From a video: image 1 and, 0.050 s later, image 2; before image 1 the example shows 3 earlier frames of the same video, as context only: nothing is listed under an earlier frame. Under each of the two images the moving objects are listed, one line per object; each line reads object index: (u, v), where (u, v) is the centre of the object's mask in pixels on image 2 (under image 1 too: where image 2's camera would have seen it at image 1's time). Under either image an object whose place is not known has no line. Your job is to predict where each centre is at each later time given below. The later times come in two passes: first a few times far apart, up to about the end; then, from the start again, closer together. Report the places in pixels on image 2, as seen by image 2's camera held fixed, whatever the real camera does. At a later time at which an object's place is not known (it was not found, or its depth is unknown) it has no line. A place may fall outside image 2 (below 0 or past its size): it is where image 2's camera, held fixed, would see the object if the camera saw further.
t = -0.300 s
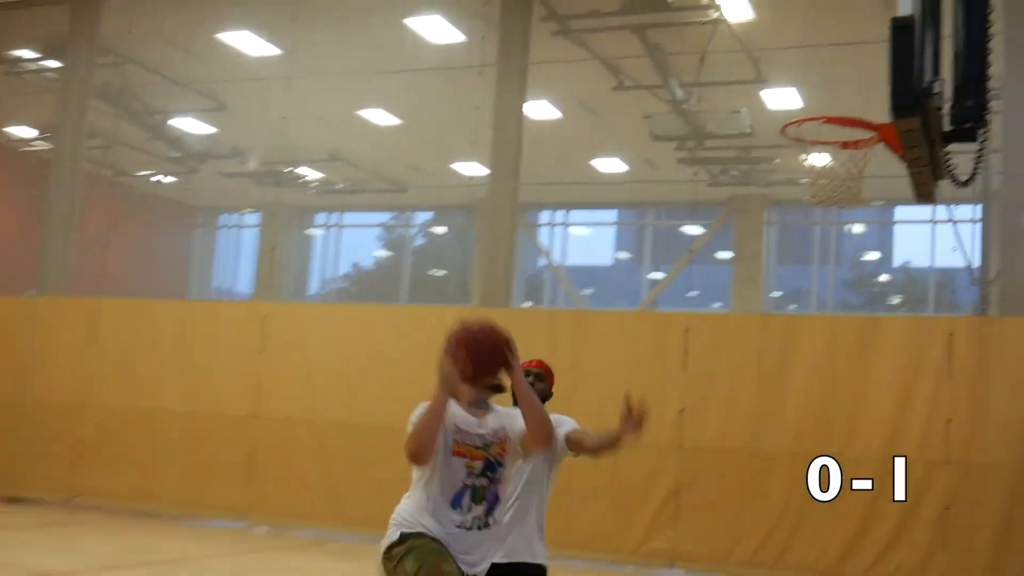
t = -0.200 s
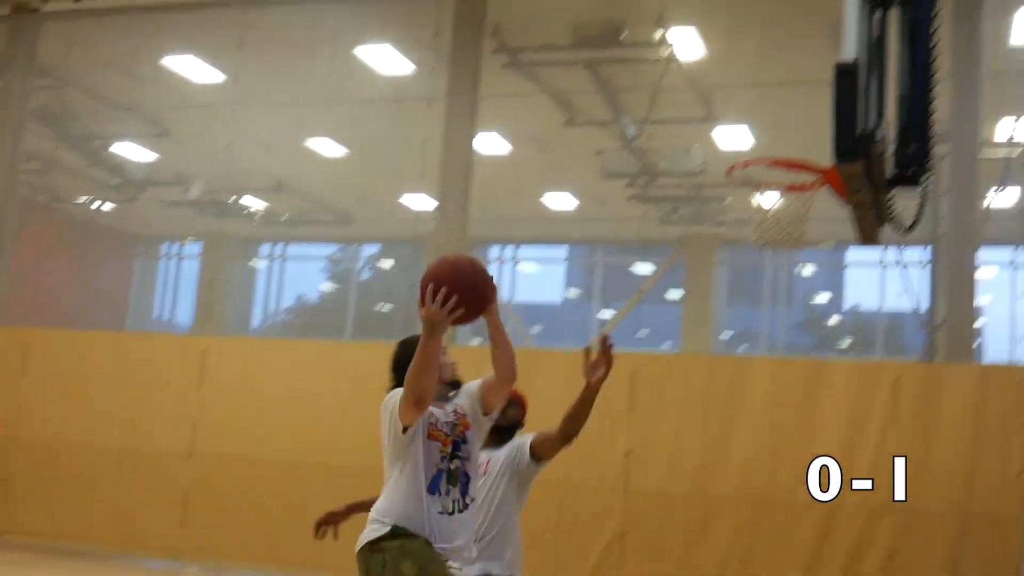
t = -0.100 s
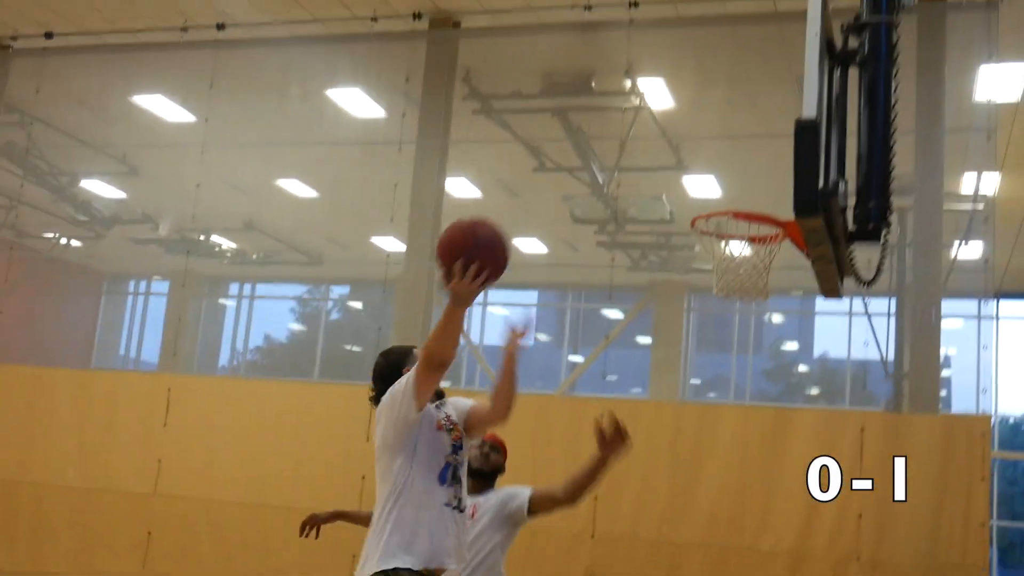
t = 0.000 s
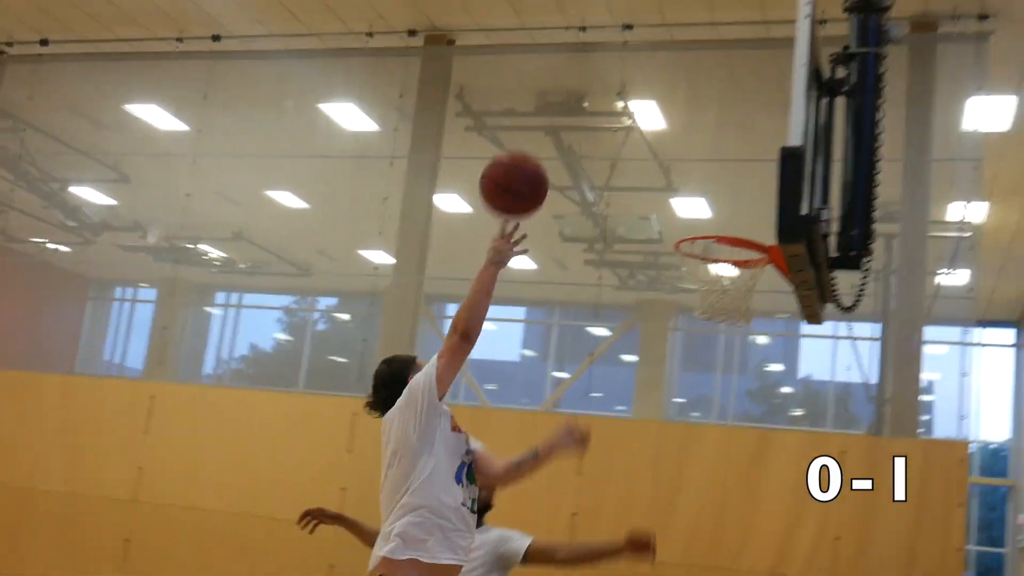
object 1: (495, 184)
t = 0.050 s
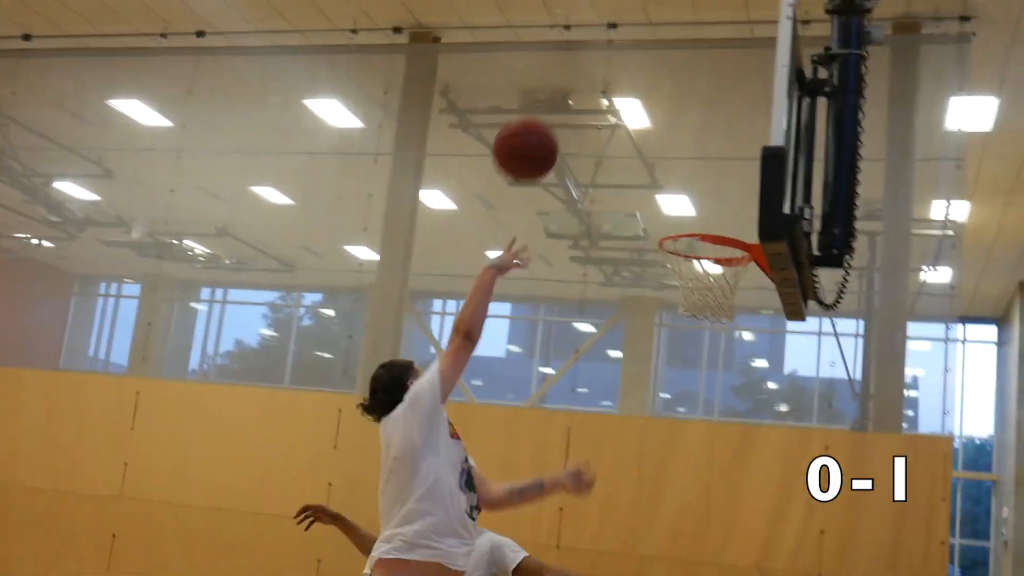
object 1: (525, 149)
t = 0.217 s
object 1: (598, 97)
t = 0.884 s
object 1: (690, 239)
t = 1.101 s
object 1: (690, 215)
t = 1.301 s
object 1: (673, 233)
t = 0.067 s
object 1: (534, 141)
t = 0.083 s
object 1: (543, 132)
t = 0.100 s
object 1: (550, 126)
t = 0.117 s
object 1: (558, 119)
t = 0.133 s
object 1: (565, 114)
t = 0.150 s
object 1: (572, 109)
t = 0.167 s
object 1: (578, 105)
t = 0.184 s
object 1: (585, 101)
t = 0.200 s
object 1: (591, 99)
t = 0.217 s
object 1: (598, 97)
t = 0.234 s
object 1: (604, 96)
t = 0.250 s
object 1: (610, 94)
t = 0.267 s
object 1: (617, 93)
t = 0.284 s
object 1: (623, 93)
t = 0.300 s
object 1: (629, 94)
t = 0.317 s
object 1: (635, 95)
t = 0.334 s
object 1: (640, 97)
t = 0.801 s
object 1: (714, 250)
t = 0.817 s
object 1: (708, 248)
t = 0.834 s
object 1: (701, 246)
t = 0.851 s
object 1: (695, 244)
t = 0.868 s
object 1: (692, 241)
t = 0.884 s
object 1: (690, 239)
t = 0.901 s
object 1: (688, 237)
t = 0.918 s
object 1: (687, 235)
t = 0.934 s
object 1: (686, 227)
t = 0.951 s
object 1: (687, 225)
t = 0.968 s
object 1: (687, 224)
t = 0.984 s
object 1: (688, 222)
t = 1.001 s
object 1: (688, 221)
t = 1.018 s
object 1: (689, 220)
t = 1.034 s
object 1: (689, 218)
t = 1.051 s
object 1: (690, 217)
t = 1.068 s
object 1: (690, 216)
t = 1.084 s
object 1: (690, 216)
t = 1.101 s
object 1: (690, 215)
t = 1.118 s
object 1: (689, 215)
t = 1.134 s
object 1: (689, 214)
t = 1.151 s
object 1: (687, 214)
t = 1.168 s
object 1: (686, 214)
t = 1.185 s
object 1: (684, 215)
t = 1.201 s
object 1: (683, 216)
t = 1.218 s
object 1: (681, 218)
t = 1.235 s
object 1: (680, 220)
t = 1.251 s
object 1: (678, 223)
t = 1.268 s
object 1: (677, 226)
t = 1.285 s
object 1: (675, 230)
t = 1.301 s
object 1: (673, 233)
